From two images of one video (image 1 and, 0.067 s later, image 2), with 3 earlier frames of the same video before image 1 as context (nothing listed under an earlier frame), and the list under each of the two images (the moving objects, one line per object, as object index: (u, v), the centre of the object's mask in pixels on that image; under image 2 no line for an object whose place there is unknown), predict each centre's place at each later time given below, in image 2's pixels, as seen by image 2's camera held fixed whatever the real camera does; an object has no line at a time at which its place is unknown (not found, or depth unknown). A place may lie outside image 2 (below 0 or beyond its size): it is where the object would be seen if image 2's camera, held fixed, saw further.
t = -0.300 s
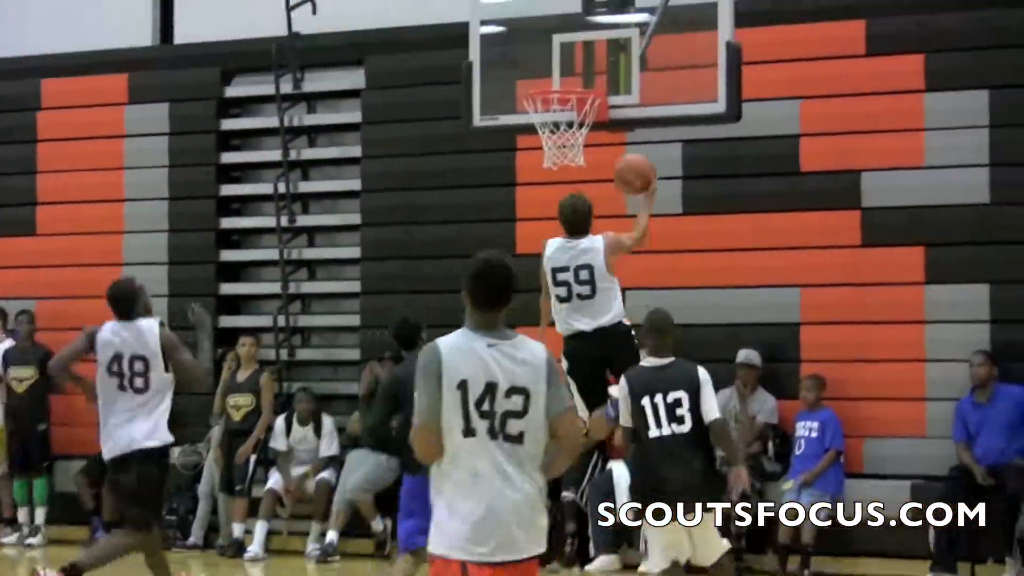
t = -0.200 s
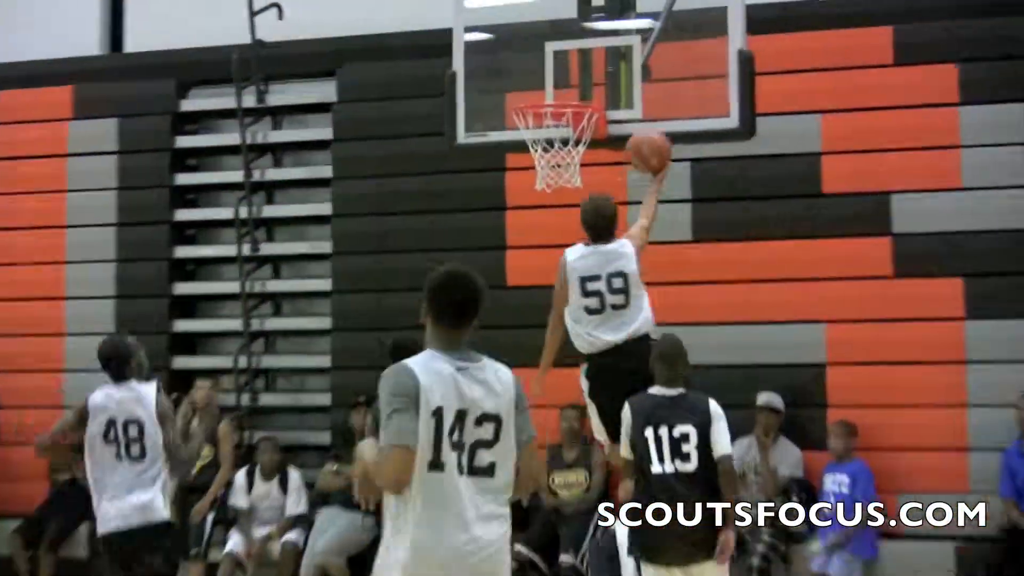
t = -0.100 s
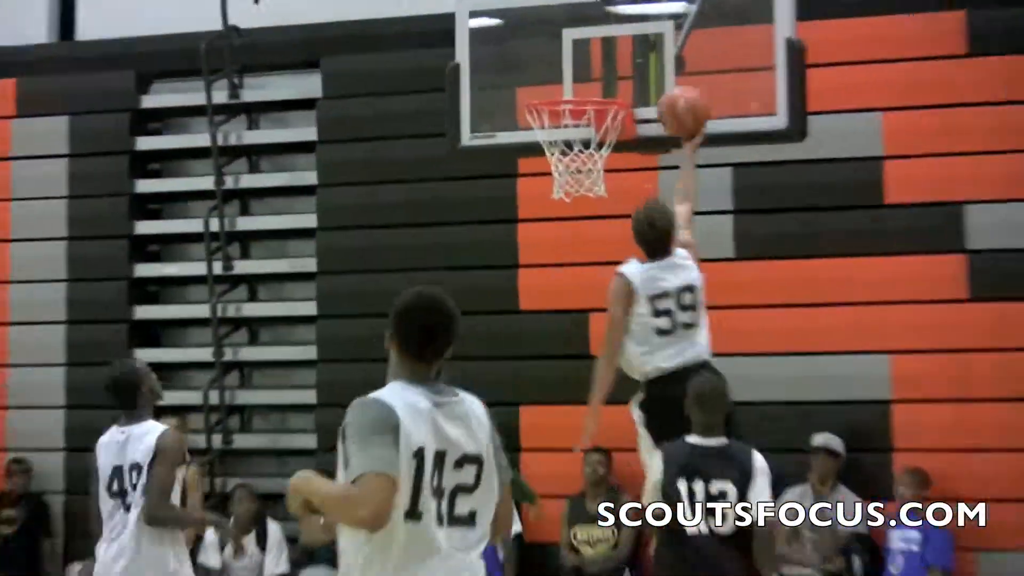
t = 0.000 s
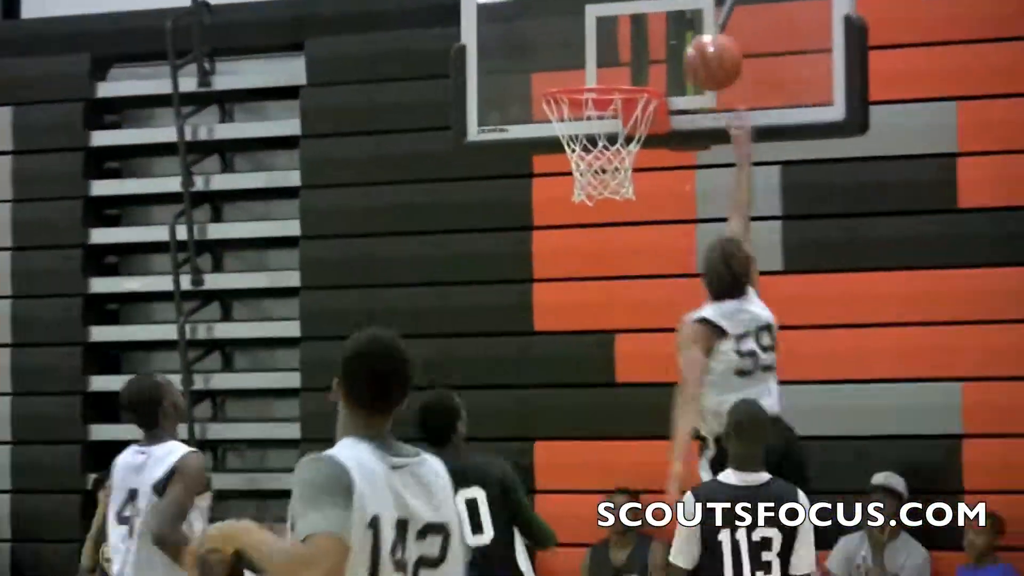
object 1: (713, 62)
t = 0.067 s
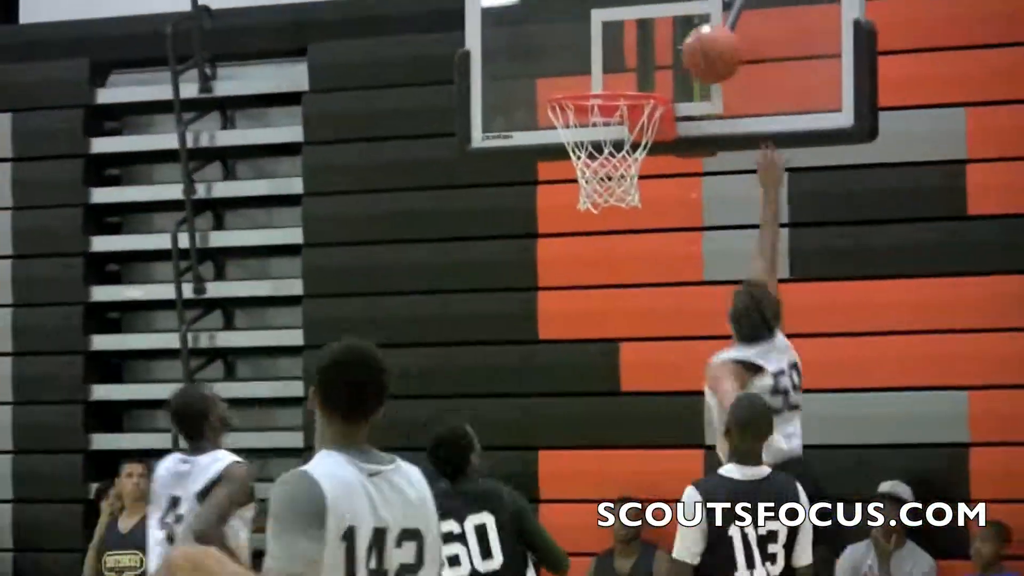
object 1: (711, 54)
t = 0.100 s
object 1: (707, 50)
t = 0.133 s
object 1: (696, 45)
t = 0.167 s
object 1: (686, 43)
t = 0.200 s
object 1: (675, 44)
